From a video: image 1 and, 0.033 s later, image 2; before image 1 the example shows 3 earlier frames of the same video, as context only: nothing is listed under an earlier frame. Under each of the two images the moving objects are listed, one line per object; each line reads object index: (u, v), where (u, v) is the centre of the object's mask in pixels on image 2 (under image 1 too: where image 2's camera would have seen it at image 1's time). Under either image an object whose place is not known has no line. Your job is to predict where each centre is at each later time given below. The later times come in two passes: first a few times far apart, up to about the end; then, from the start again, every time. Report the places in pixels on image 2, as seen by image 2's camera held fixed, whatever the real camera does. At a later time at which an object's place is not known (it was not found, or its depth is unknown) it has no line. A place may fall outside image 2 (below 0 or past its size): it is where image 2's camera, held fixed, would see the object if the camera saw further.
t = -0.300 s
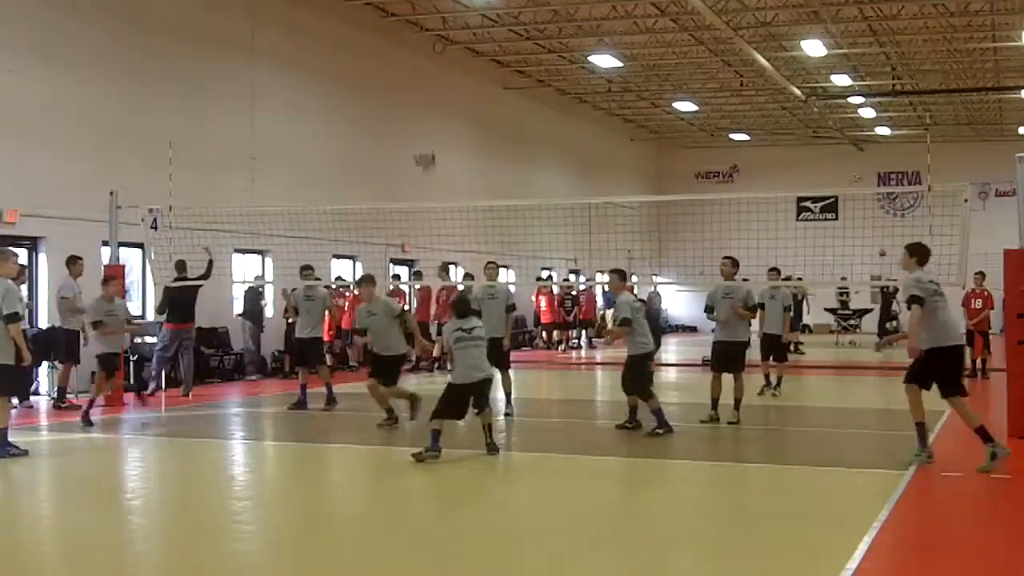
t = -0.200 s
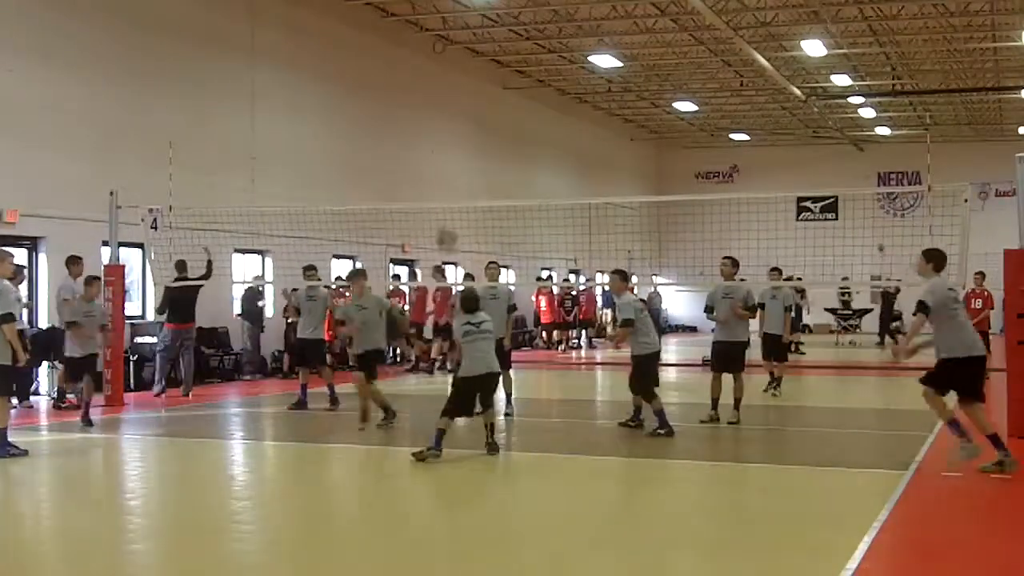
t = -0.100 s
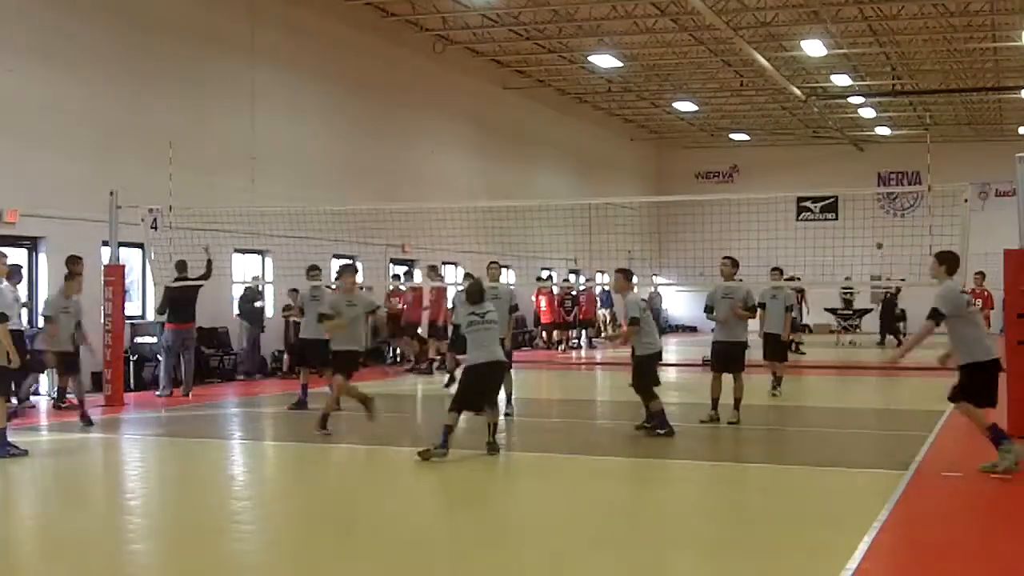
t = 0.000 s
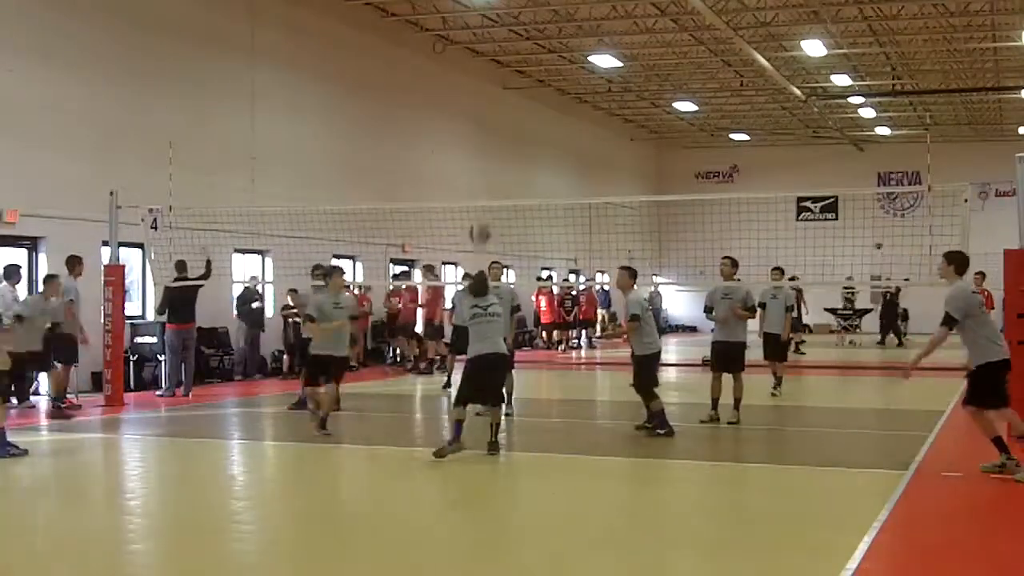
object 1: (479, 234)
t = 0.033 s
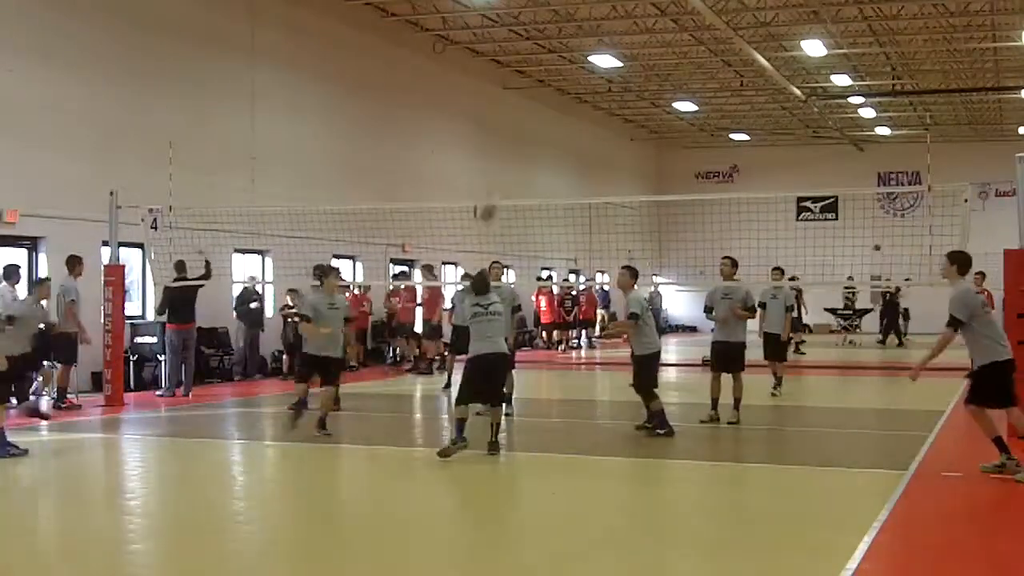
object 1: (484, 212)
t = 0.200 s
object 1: (506, 120)
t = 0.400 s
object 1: (528, 54)
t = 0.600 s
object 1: (552, 32)
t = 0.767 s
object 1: (572, 44)
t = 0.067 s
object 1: (488, 191)
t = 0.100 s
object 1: (492, 170)
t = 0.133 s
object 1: (496, 152)
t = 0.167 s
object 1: (501, 136)
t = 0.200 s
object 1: (506, 120)
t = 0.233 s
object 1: (508, 106)
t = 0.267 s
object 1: (513, 93)
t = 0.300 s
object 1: (516, 81)
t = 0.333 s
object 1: (521, 71)
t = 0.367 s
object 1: (524, 65)
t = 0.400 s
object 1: (528, 54)
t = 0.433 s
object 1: (533, 48)
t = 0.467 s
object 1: (537, 43)
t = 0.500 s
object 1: (542, 38)
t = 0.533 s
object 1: (546, 32)
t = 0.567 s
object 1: (548, 32)
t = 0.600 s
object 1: (552, 32)
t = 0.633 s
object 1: (555, 33)
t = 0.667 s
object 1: (561, 35)
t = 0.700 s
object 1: (564, 37)
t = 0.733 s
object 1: (567, 40)
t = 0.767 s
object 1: (572, 44)
